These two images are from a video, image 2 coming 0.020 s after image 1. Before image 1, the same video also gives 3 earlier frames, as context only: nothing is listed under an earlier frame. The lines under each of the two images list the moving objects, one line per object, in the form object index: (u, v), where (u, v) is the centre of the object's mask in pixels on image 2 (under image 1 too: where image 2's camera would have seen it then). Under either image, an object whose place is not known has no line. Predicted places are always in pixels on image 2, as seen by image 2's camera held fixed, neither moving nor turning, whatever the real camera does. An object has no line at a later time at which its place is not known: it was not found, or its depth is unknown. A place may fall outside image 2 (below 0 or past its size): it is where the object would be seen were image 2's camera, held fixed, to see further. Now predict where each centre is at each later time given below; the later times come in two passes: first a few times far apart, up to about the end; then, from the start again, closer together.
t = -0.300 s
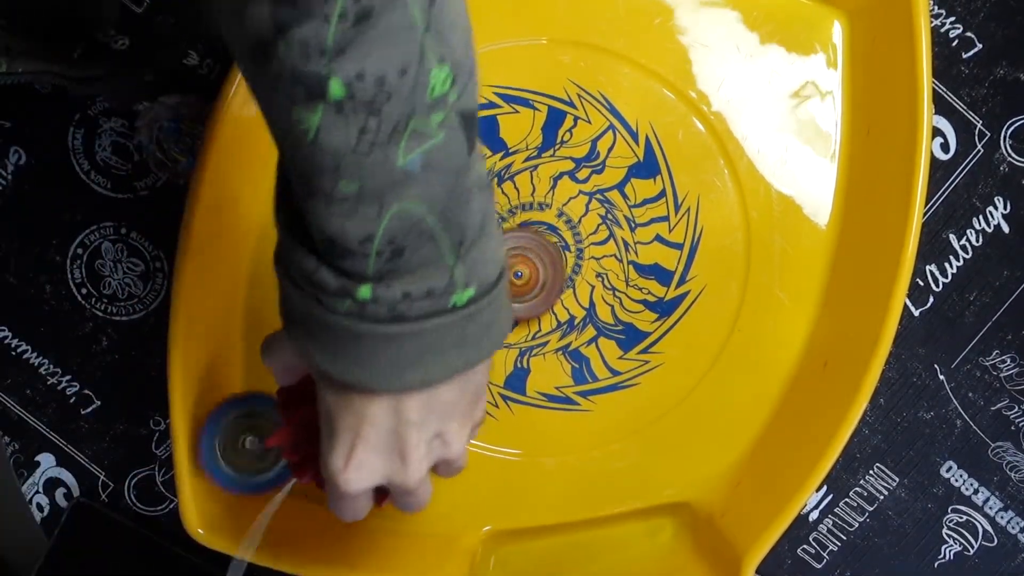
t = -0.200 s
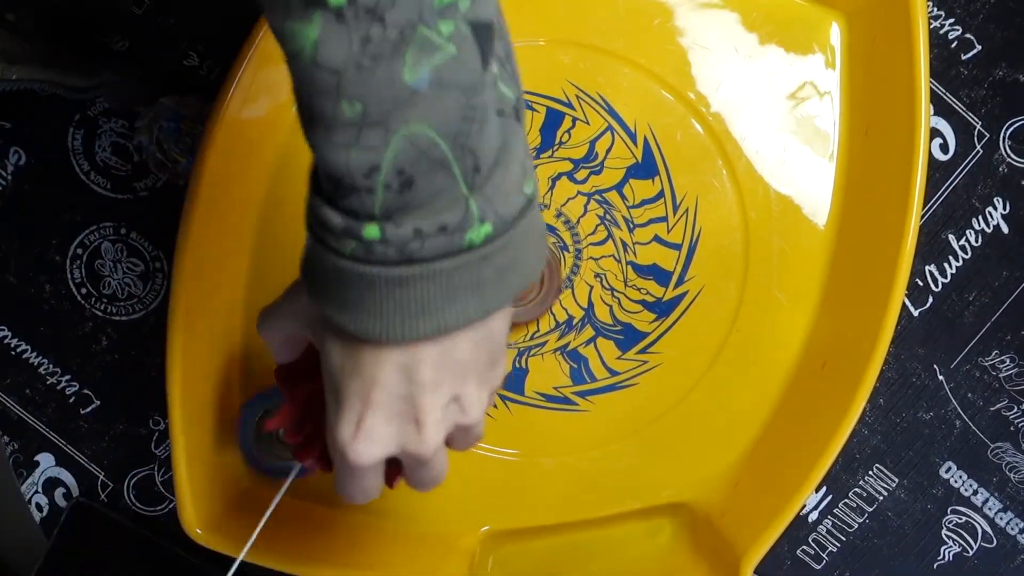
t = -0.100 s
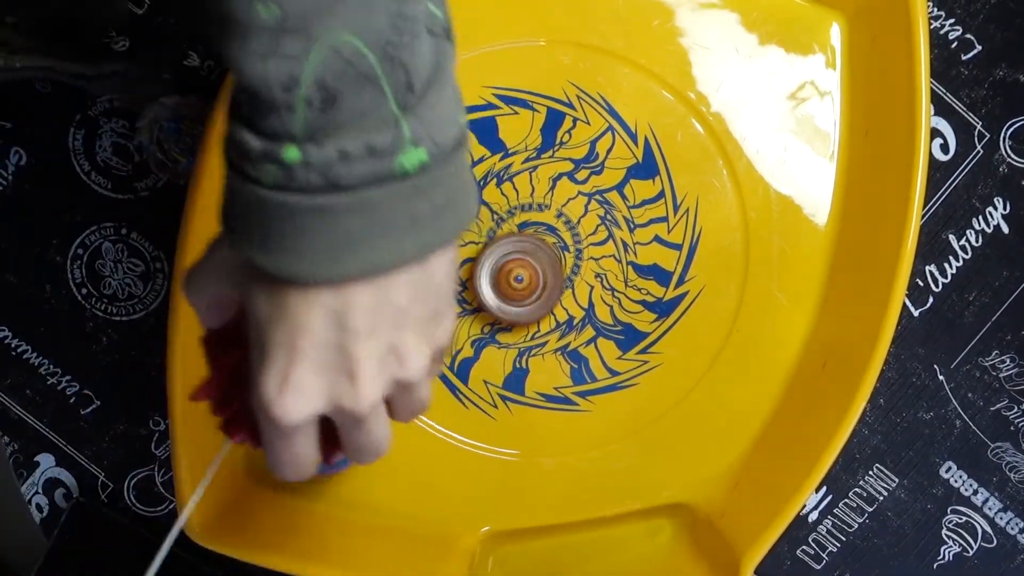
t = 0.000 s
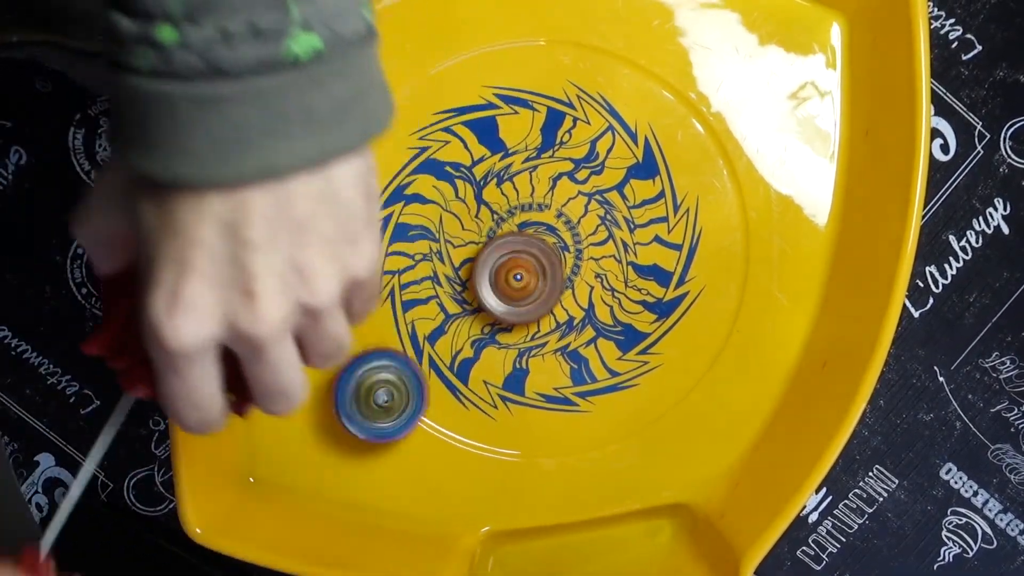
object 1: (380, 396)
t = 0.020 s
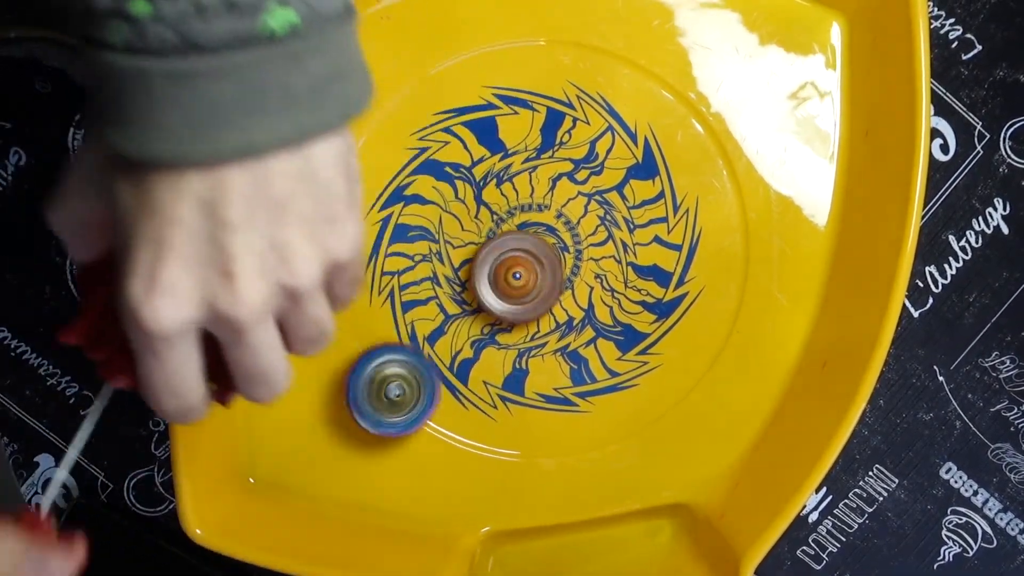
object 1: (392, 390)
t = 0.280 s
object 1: (410, 385)
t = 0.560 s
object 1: (450, 308)
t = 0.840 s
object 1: (509, 133)
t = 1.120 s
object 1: (459, 193)
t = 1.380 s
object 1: (444, 314)
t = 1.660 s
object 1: (473, 325)
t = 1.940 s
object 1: (566, 240)
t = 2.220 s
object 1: (525, 151)
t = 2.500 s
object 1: (590, 157)
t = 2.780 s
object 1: (625, 203)
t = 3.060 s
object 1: (650, 277)
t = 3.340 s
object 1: (584, 317)
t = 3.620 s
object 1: (515, 341)
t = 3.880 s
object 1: (494, 326)
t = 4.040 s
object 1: (490, 301)
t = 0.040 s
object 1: (406, 383)
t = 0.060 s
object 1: (420, 373)
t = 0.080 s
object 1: (434, 363)
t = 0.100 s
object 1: (446, 355)
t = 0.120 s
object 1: (459, 347)
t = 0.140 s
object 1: (460, 347)
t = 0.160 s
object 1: (451, 357)
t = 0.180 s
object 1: (440, 366)
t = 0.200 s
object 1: (432, 373)
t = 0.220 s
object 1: (425, 378)
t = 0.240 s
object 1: (419, 382)
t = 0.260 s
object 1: (414, 384)
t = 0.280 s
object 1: (410, 385)
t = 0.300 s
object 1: (409, 385)
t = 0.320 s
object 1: (409, 384)
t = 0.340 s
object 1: (408, 382)
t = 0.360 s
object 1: (409, 379)
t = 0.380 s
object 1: (410, 375)
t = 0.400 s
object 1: (411, 369)
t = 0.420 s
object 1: (414, 364)
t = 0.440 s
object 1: (416, 357)
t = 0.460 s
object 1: (421, 350)
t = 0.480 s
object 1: (425, 342)
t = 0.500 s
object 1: (432, 334)
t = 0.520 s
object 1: (438, 325)
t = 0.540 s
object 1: (443, 317)
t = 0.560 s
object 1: (450, 308)
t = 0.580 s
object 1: (457, 298)
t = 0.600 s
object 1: (464, 288)
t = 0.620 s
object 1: (469, 278)
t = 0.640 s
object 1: (475, 269)
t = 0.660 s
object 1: (481, 258)
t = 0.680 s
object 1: (488, 245)
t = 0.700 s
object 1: (494, 232)
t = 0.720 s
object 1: (500, 220)
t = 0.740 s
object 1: (505, 206)
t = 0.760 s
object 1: (509, 193)
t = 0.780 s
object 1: (513, 179)
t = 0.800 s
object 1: (515, 167)
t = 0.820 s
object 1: (519, 152)
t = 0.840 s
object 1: (509, 133)
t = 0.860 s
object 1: (485, 111)
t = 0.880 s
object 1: (458, 86)
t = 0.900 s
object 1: (432, 63)
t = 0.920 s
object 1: (407, 45)
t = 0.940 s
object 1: (385, 34)
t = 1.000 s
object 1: (396, 67)
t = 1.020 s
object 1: (404, 87)
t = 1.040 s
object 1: (414, 108)
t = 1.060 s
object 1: (425, 129)
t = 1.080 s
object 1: (435, 149)
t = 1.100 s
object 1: (447, 172)
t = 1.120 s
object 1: (459, 193)
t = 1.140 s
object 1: (473, 212)
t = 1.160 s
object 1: (484, 232)
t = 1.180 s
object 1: (499, 251)
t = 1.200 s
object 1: (513, 268)
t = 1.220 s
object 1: (520, 280)
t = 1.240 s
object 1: (509, 289)
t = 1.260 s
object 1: (497, 294)
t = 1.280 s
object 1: (487, 297)
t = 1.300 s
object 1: (476, 303)
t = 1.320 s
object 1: (465, 308)
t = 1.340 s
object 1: (460, 311)
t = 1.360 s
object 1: (451, 314)
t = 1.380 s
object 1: (444, 314)
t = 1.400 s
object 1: (439, 317)
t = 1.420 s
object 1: (437, 317)
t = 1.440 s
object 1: (434, 318)
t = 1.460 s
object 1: (433, 319)
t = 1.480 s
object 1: (432, 318)
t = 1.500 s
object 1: (433, 320)
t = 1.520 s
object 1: (434, 320)
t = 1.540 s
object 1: (437, 321)
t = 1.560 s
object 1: (440, 321)
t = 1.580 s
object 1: (446, 324)
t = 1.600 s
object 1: (452, 324)
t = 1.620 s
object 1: (458, 325)
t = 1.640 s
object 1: (466, 325)
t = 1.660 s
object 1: (473, 325)
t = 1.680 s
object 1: (483, 323)
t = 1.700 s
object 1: (491, 320)
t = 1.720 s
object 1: (501, 317)
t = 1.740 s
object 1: (509, 313)
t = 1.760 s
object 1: (518, 309)
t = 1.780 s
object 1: (525, 303)
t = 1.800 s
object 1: (534, 297)
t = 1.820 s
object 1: (540, 289)
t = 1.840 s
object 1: (547, 282)
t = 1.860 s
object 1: (551, 273)
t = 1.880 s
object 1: (557, 266)
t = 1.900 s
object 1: (561, 257)
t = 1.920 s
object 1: (565, 249)
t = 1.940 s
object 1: (566, 240)
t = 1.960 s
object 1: (569, 231)
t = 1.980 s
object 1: (569, 222)
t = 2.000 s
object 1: (569, 215)
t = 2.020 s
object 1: (568, 206)
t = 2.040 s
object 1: (568, 199)
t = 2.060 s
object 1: (564, 190)
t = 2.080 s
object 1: (563, 183)
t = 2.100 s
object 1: (559, 175)
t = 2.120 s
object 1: (556, 170)
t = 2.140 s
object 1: (550, 164)
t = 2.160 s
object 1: (546, 160)
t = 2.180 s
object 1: (539, 156)
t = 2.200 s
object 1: (533, 153)
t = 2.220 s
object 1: (525, 151)
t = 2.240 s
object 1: (519, 151)
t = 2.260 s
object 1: (520, 150)
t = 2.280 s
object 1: (525, 148)
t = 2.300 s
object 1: (534, 149)
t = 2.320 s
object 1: (538, 148)
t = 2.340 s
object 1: (546, 148)
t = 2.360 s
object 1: (551, 148)
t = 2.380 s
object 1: (557, 149)
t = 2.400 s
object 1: (563, 151)
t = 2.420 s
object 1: (568, 151)
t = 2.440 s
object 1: (575, 151)
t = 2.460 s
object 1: (579, 154)
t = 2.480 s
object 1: (585, 155)
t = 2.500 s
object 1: (590, 157)
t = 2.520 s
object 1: (593, 158)
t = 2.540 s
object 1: (598, 160)
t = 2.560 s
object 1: (602, 163)
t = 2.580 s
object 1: (607, 166)
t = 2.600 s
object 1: (611, 169)
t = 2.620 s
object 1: (613, 172)
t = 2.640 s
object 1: (617, 174)
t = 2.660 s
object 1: (620, 179)
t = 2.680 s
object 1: (621, 182)
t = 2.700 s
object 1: (622, 187)
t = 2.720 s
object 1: (624, 191)
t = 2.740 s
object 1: (625, 194)
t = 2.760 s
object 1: (626, 199)
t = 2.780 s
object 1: (625, 203)
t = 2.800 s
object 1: (626, 207)
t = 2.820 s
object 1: (626, 211)
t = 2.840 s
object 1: (631, 215)
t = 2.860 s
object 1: (636, 224)
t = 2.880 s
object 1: (642, 231)
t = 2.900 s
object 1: (644, 236)
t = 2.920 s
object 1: (649, 243)
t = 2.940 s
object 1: (651, 248)
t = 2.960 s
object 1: (653, 254)
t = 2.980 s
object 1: (653, 260)
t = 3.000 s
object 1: (653, 263)
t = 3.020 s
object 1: (653, 268)
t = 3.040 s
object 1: (652, 273)
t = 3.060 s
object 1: (650, 277)
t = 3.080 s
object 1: (649, 281)
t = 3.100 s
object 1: (646, 286)
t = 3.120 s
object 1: (643, 288)
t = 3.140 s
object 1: (638, 293)
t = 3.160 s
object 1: (634, 297)
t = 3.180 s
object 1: (630, 299)
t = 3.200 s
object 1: (626, 300)
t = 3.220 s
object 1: (619, 302)
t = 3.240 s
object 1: (614, 303)
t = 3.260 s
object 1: (609, 306)
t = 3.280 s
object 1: (602, 309)
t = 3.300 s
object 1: (595, 312)
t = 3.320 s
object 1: (588, 314)
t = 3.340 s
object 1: (584, 317)
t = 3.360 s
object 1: (577, 320)
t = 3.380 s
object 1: (571, 322)
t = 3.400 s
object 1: (567, 325)
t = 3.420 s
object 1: (560, 327)
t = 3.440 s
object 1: (555, 329)
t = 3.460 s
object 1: (550, 332)
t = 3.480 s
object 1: (544, 335)
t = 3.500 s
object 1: (539, 336)
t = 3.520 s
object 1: (534, 339)
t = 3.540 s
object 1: (529, 340)
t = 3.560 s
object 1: (525, 340)
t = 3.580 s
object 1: (522, 341)
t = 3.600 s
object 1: (518, 342)
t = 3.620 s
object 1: (515, 341)
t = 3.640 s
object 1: (513, 340)
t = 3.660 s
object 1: (510, 339)
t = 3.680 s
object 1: (508, 338)
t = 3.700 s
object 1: (507, 335)
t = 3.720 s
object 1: (506, 335)
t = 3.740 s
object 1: (503, 335)
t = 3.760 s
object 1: (503, 331)
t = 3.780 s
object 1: (502, 329)
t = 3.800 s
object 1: (502, 328)
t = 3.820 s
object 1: (500, 328)
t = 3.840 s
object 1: (498, 327)
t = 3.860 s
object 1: (497, 327)
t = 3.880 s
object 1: (494, 326)
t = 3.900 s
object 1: (494, 322)
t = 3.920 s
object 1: (495, 322)
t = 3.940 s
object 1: (493, 319)
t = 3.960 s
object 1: (493, 316)
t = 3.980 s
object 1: (491, 314)
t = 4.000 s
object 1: (491, 309)
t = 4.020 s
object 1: (491, 304)
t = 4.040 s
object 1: (490, 301)
